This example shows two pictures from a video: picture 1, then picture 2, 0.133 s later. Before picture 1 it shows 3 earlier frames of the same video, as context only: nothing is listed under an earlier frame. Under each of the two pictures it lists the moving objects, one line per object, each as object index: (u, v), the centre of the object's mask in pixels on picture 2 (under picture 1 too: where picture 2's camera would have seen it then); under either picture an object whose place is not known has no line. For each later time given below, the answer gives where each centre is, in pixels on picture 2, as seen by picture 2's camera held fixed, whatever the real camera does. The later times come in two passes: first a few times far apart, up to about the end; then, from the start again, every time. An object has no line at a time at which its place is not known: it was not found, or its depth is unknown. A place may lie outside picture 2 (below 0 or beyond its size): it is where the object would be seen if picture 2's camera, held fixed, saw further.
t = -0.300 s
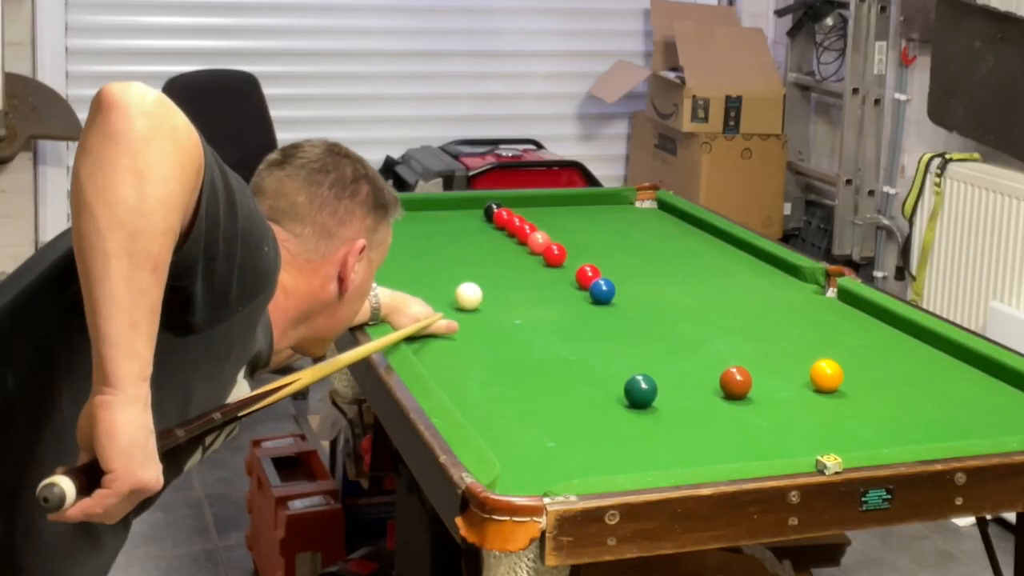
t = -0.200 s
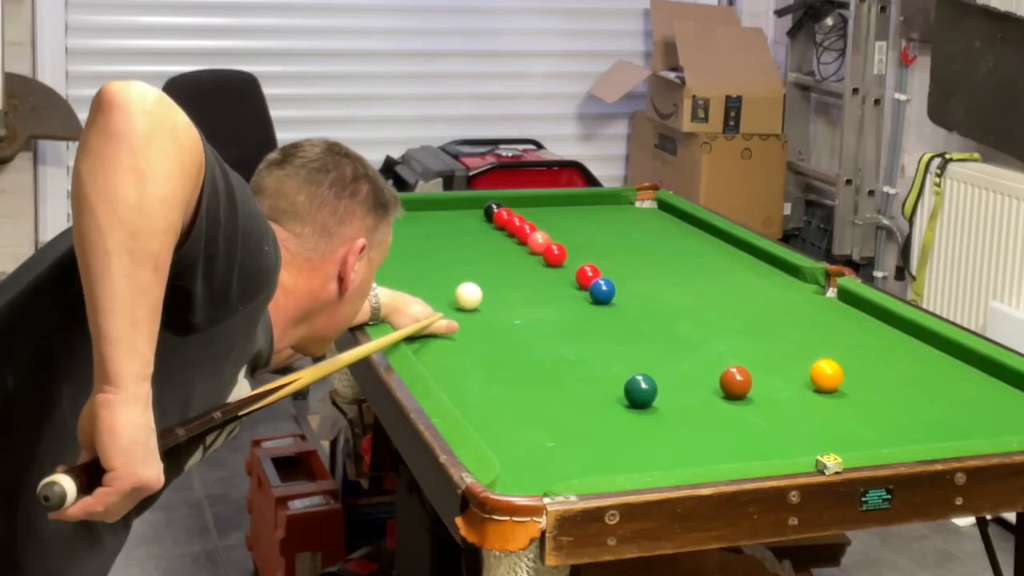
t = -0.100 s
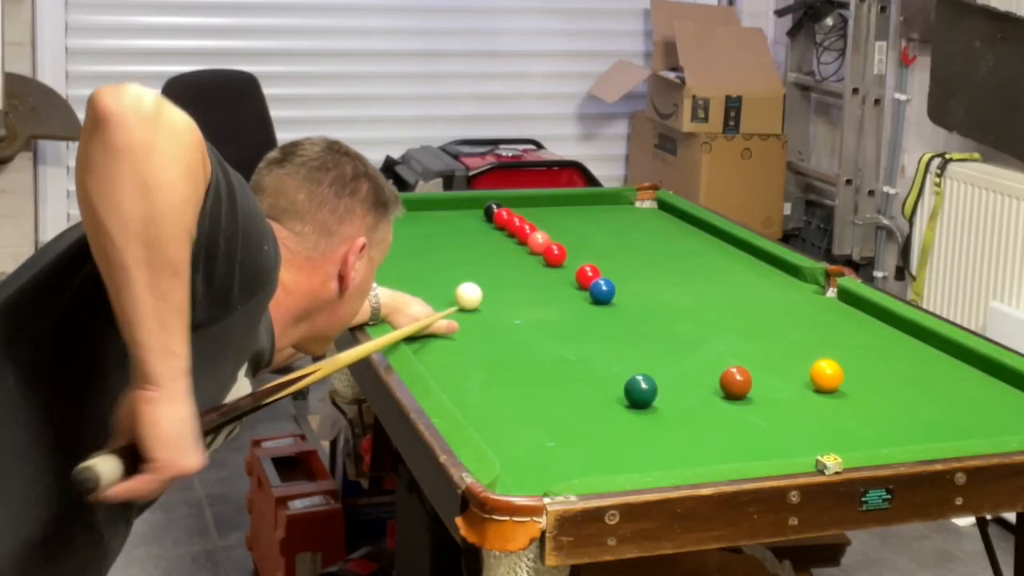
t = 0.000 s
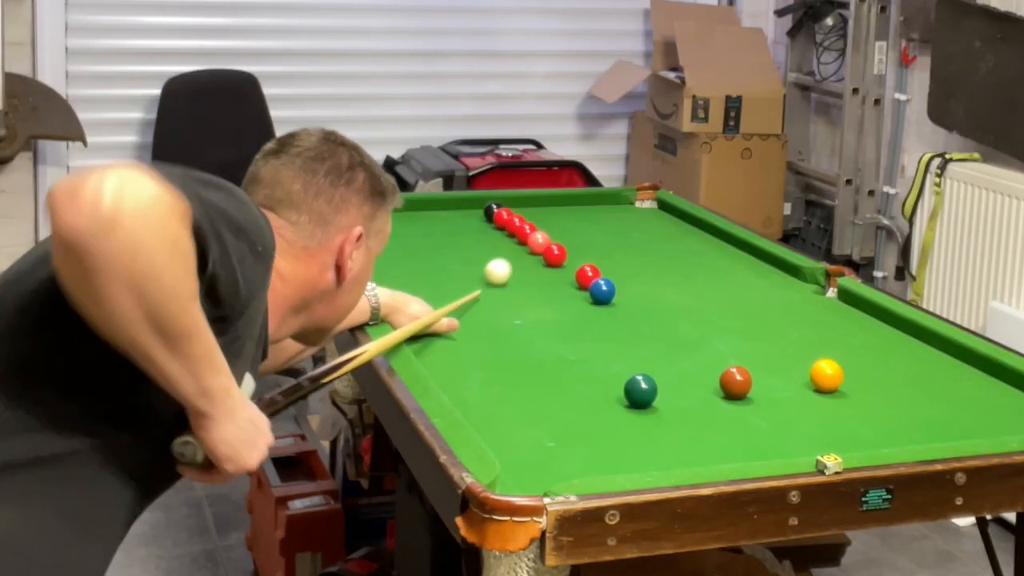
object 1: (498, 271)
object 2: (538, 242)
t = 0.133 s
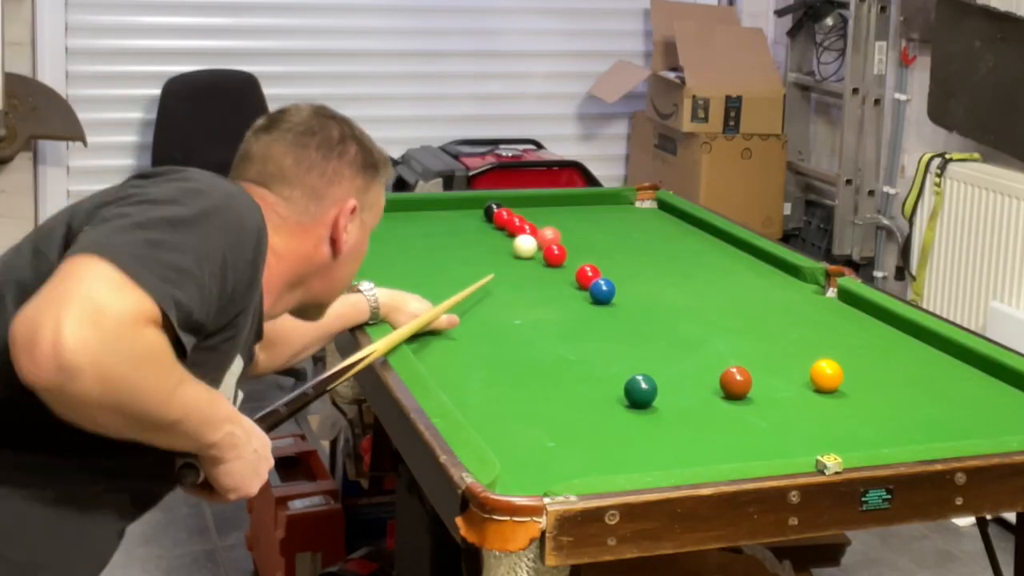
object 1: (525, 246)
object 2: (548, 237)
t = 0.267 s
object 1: (509, 245)
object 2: (588, 221)
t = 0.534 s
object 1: (480, 244)
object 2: (647, 196)
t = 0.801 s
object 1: (455, 244)
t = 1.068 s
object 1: (435, 244)
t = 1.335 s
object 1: (419, 244)
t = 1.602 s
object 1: (408, 244)
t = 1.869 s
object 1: (402, 244)
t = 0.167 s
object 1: (520, 246)
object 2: (560, 233)
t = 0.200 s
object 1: (516, 246)
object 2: (570, 229)
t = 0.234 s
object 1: (513, 245)
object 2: (580, 225)
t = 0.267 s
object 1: (509, 245)
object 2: (588, 221)
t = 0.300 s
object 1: (505, 245)
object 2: (597, 217)
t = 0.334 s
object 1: (501, 245)
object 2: (605, 214)
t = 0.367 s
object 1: (498, 244)
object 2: (612, 211)
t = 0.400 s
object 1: (494, 244)
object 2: (620, 207)
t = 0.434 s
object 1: (490, 244)
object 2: (627, 204)
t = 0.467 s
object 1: (487, 244)
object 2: (634, 201)
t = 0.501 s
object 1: (483, 244)
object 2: (641, 198)
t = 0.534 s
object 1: (480, 244)
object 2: (647, 196)
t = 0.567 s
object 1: (477, 244)
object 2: (650, 197)
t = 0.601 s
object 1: (474, 244)
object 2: (645, 200)
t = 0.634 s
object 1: (470, 244)
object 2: (643, 206)
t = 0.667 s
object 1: (467, 244)
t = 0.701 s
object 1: (464, 244)
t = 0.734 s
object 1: (461, 244)
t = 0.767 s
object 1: (458, 244)
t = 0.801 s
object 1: (455, 244)
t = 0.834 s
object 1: (452, 244)
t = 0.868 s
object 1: (449, 244)
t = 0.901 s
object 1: (447, 244)
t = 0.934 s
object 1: (444, 244)
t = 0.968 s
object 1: (442, 244)
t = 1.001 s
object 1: (439, 244)
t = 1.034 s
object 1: (437, 244)
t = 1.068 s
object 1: (435, 244)
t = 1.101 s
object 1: (432, 244)
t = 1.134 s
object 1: (430, 244)
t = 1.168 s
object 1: (428, 244)
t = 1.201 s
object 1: (426, 244)
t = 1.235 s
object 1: (424, 244)
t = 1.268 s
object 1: (423, 244)
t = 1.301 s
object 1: (421, 244)
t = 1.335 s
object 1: (419, 244)
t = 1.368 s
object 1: (418, 244)
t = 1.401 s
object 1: (416, 244)
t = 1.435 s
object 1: (415, 244)
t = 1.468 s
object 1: (413, 244)
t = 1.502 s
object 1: (412, 244)
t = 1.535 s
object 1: (411, 244)
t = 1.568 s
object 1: (409, 244)
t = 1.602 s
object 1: (408, 244)
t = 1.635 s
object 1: (407, 244)
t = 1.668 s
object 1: (406, 244)
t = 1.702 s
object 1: (405, 244)
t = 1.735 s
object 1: (405, 244)
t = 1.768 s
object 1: (404, 244)
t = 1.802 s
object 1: (403, 244)
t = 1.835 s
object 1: (403, 244)
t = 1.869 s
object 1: (402, 244)
